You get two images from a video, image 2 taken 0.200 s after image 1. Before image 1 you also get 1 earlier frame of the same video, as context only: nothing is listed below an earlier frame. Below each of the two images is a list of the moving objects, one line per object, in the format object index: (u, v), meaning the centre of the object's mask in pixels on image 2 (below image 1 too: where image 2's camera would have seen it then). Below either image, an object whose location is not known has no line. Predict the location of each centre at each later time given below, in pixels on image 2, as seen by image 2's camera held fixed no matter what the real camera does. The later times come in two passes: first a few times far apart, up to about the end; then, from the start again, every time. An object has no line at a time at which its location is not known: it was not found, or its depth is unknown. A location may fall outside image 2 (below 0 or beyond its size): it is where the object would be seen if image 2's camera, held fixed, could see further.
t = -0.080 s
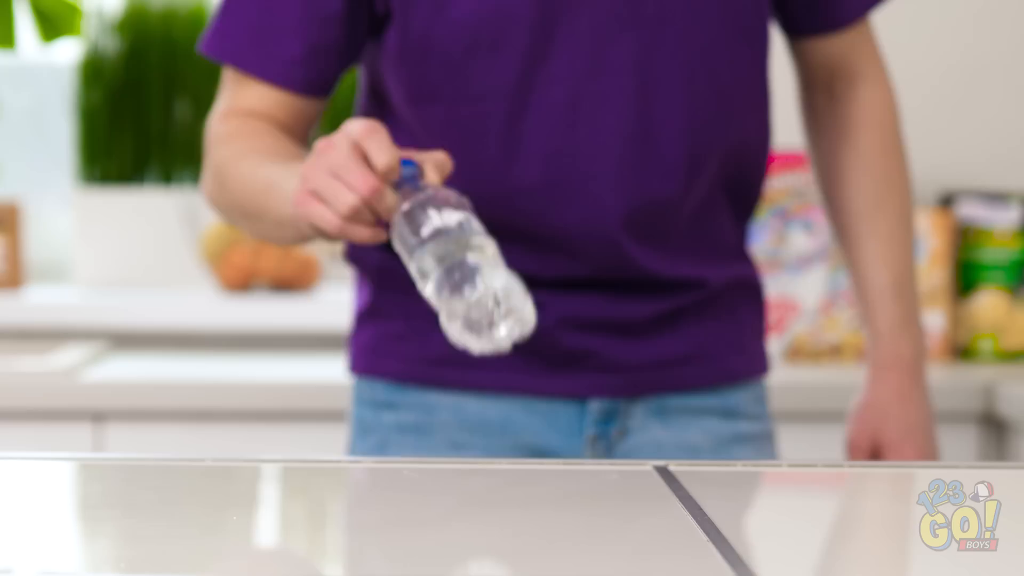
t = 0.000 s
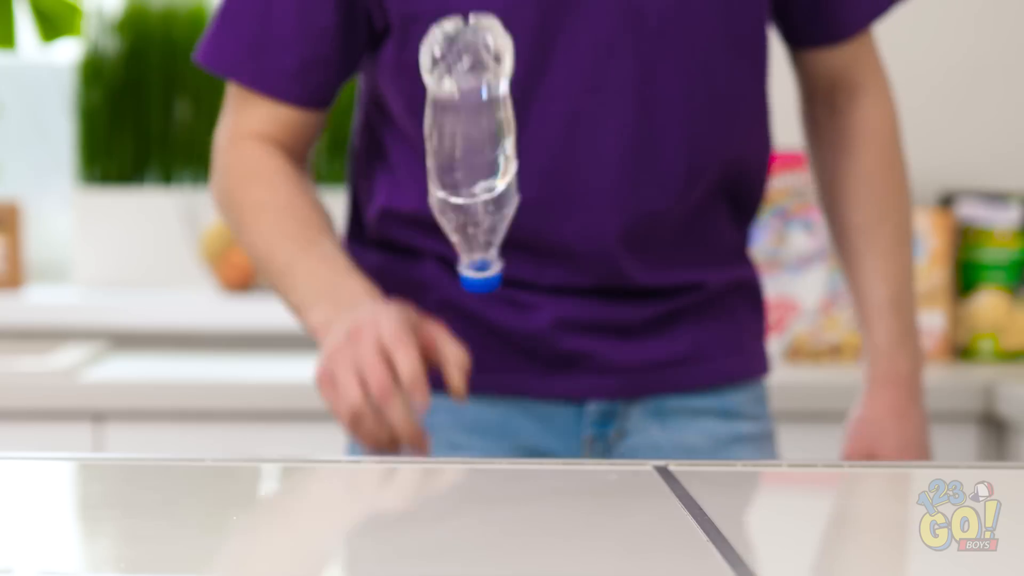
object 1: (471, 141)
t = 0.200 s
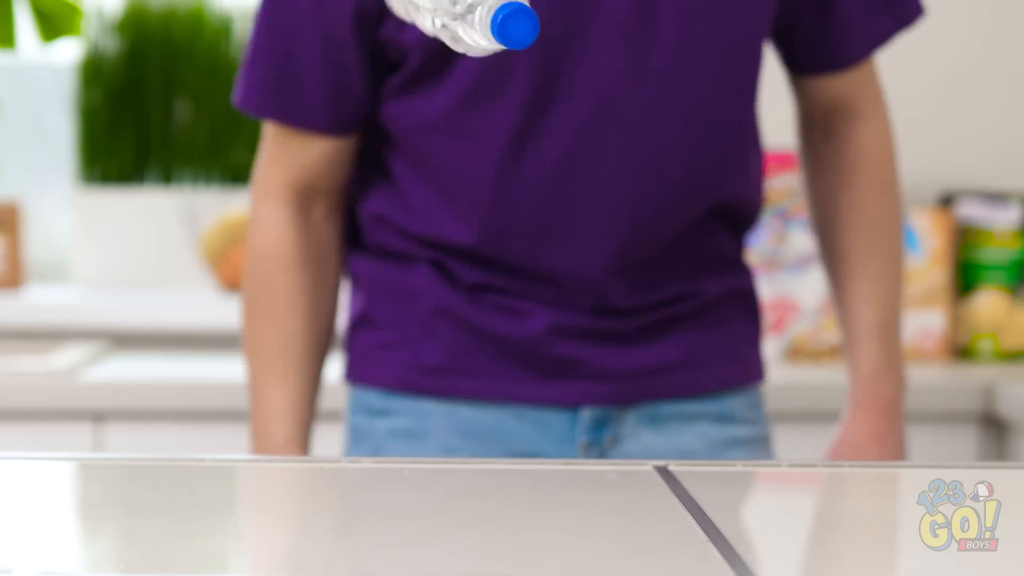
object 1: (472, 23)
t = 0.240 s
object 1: (450, 46)
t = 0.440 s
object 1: (416, 453)
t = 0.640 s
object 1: (366, 456)
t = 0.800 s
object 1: (335, 457)
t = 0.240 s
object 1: (450, 46)
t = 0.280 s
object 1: (449, 116)
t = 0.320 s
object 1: (445, 218)
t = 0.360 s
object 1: (440, 344)
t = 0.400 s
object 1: (425, 387)
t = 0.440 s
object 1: (416, 453)
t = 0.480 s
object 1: (400, 442)
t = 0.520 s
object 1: (389, 446)
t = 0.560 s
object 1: (382, 455)
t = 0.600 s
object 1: (374, 456)
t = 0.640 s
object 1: (366, 456)
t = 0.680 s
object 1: (360, 456)
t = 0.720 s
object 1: (352, 457)
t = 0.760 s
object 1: (344, 457)
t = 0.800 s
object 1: (335, 457)
